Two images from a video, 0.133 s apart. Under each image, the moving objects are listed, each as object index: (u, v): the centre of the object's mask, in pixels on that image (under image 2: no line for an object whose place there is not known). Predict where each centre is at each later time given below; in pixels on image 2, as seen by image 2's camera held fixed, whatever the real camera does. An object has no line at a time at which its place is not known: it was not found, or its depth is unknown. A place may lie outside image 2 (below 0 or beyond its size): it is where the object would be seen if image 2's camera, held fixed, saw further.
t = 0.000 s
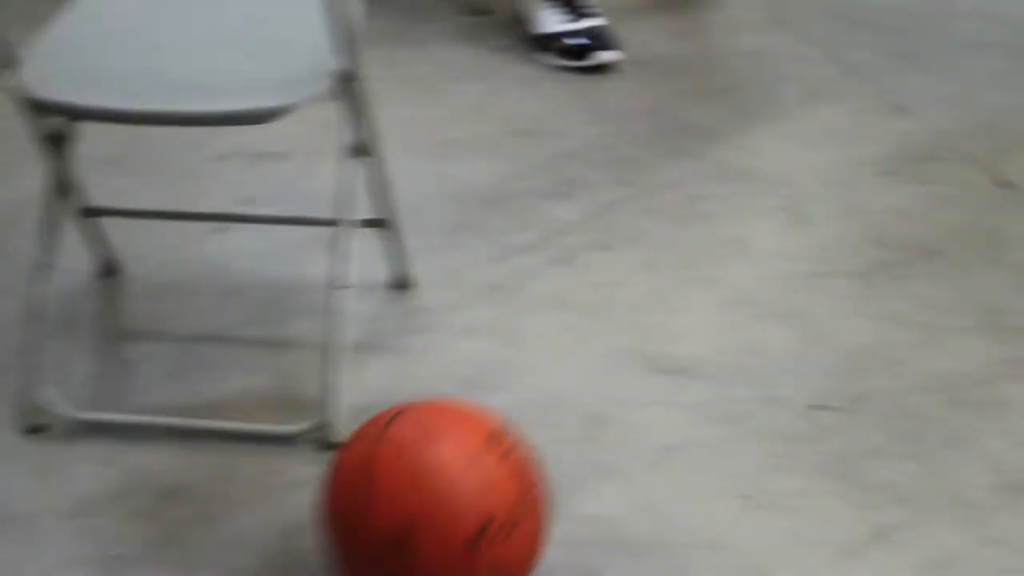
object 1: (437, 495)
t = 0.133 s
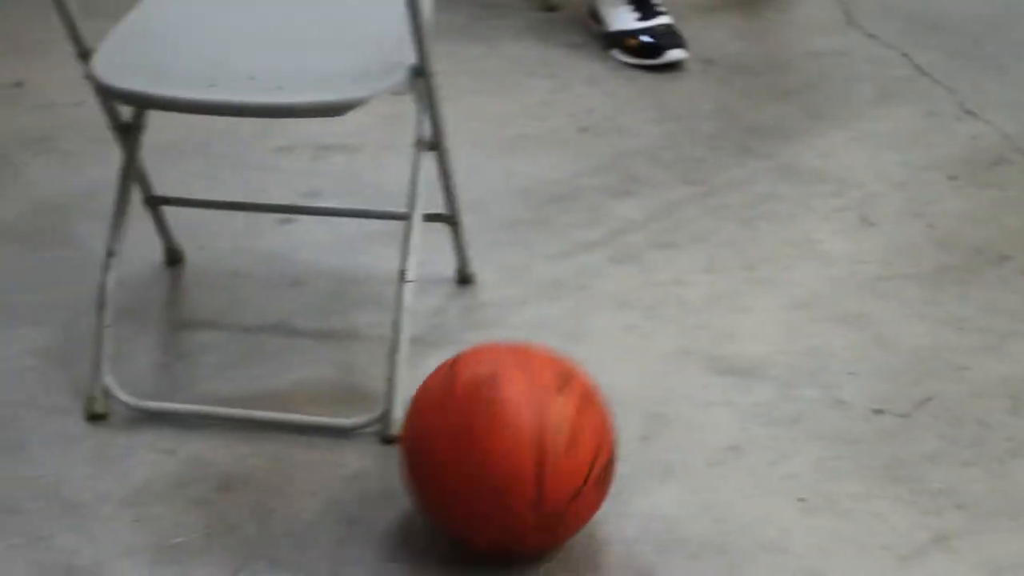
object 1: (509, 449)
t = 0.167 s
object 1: (516, 436)
